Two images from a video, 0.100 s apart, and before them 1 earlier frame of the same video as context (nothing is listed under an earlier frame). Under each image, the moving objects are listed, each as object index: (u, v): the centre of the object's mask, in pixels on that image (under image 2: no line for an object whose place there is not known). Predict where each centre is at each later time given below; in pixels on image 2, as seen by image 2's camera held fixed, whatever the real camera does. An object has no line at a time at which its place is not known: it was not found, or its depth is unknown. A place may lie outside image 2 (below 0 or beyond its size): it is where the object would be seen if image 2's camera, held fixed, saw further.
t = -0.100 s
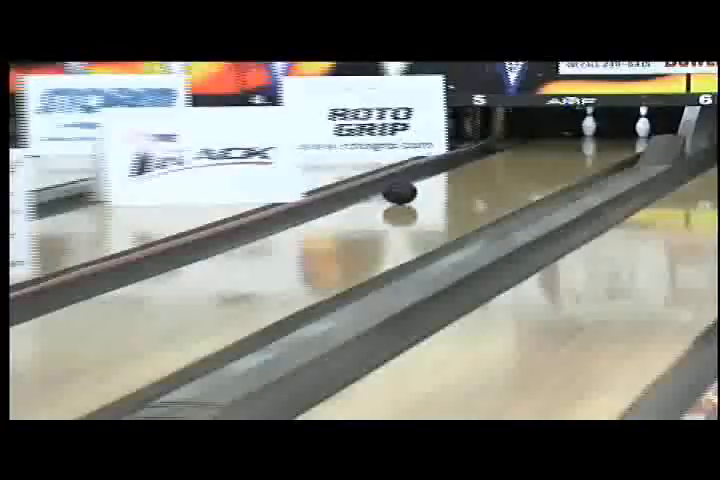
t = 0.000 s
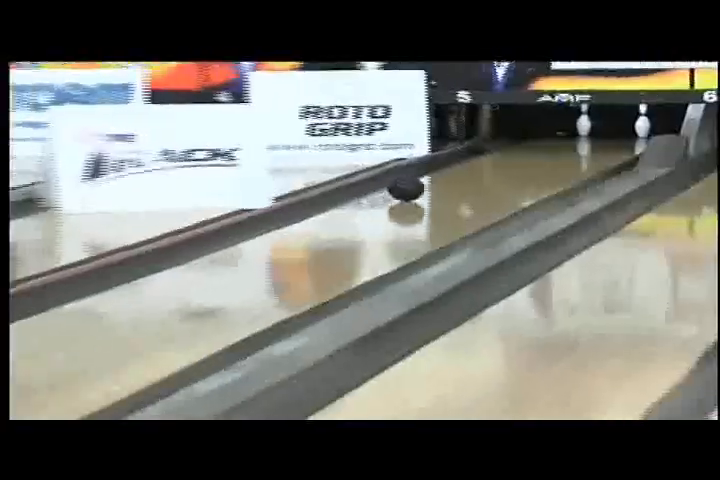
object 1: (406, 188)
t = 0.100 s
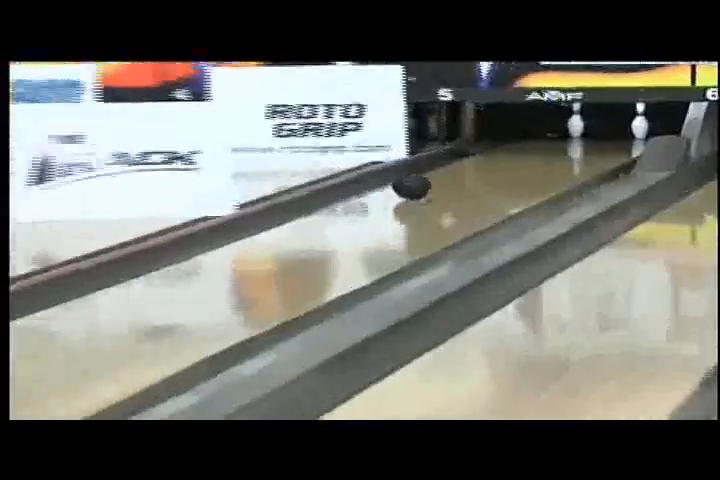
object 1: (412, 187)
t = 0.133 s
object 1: (421, 184)
